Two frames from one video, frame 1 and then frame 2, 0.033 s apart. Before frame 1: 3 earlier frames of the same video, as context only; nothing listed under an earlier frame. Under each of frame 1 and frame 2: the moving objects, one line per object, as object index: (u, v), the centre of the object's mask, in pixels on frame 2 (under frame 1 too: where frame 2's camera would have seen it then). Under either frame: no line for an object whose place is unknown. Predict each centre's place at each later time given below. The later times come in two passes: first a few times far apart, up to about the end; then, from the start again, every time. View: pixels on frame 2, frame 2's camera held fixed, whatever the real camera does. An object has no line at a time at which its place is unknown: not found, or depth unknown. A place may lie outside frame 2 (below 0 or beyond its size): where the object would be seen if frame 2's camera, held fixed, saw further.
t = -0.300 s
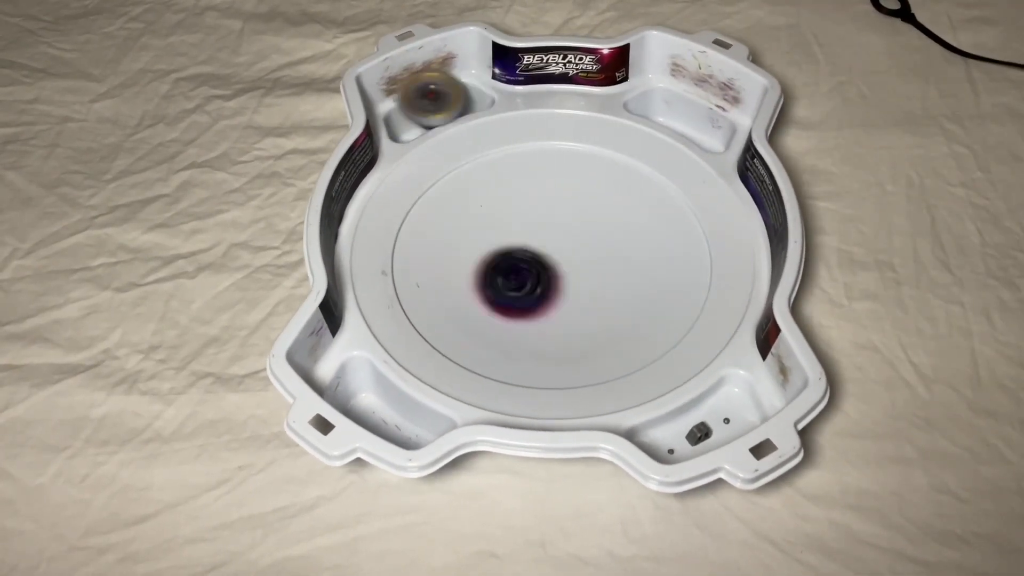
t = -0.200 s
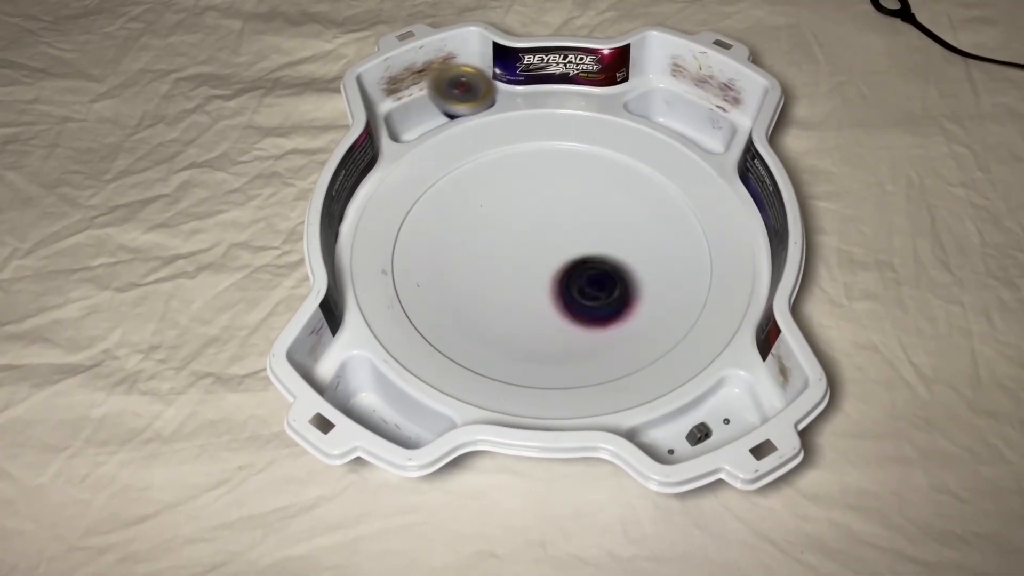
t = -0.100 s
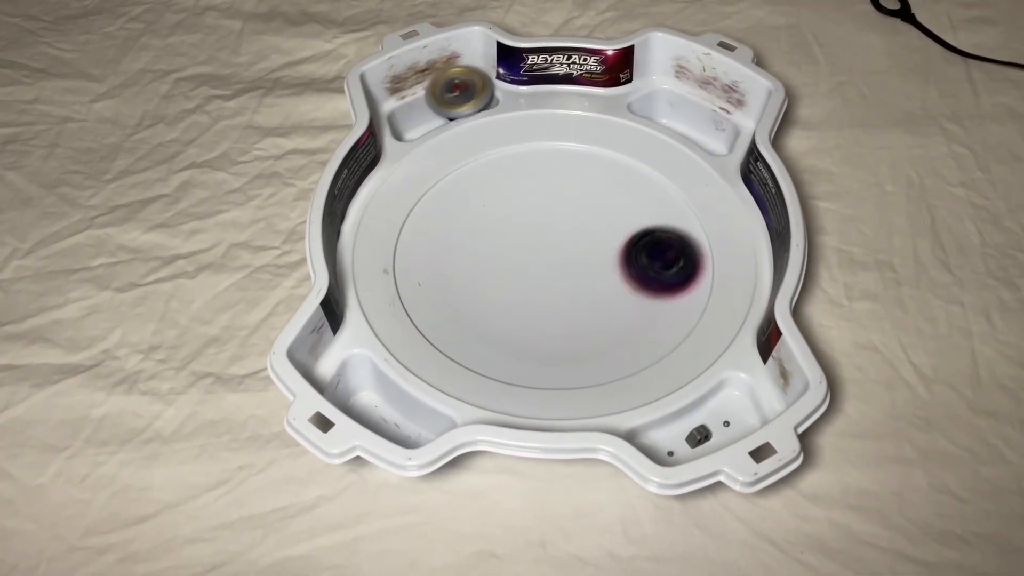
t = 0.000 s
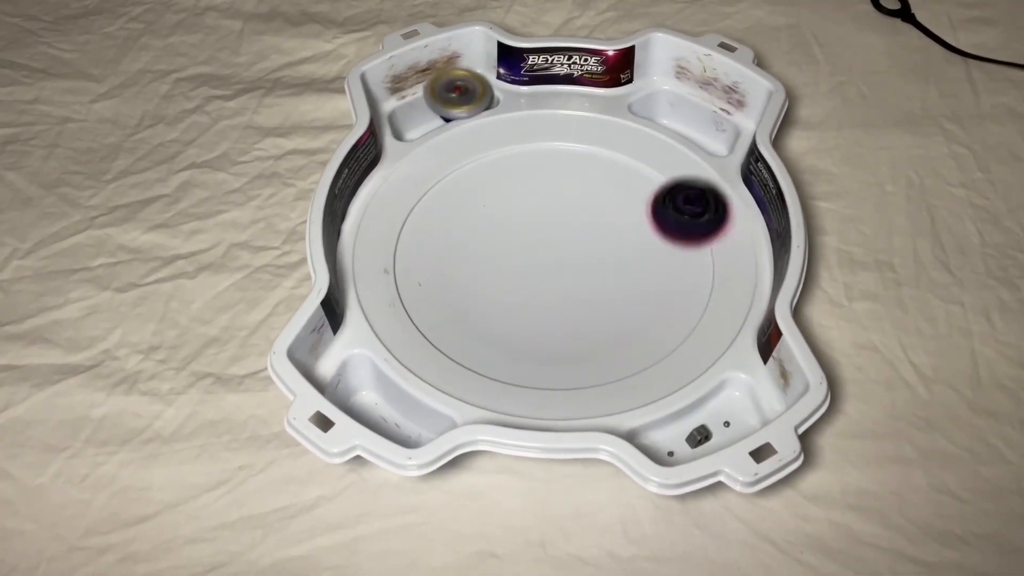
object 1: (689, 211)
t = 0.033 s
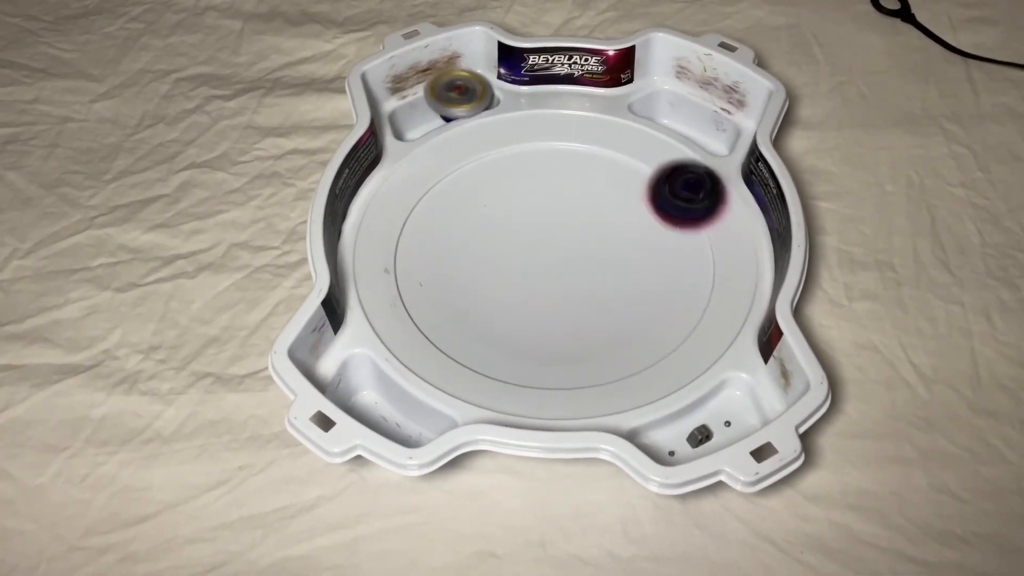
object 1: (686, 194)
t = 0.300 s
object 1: (519, 146)
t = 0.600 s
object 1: (471, 312)
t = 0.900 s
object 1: (706, 265)
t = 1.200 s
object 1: (509, 146)
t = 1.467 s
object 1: (443, 259)
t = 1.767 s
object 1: (685, 255)
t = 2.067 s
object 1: (547, 143)
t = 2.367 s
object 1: (458, 251)
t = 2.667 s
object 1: (676, 266)
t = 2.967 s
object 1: (561, 142)
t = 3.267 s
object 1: (446, 253)
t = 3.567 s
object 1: (668, 281)
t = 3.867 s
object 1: (569, 138)
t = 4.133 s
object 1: (437, 239)
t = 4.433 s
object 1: (649, 299)
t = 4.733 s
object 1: (597, 144)
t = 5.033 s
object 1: (447, 243)
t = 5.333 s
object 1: (651, 302)
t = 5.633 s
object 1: (604, 152)
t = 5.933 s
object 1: (448, 243)
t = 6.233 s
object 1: (638, 306)
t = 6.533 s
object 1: (603, 156)
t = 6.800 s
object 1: (452, 215)
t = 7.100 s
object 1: (603, 320)
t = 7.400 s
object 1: (638, 174)
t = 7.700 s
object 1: (464, 206)
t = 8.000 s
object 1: (581, 325)
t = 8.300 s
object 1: (642, 189)
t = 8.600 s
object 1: (471, 195)
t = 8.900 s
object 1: (561, 319)
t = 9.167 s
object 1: (662, 217)
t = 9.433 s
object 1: (524, 168)
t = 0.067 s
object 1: (670, 185)
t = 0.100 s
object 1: (652, 174)
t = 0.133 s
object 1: (633, 163)
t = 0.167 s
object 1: (613, 153)
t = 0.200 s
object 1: (590, 145)
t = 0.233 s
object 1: (566, 142)
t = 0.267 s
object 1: (542, 142)
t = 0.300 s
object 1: (519, 146)
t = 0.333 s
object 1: (497, 154)
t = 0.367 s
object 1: (477, 166)
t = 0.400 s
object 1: (460, 182)
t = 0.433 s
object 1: (447, 201)
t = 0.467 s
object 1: (439, 222)
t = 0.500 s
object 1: (438, 245)
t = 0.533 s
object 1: (442, 268)
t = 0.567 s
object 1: (454, 292)
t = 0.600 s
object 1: (471, 312)
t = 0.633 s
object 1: (495, 329)
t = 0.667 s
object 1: (523, 342)
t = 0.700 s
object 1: (556, 350)
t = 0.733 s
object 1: (590, 352)
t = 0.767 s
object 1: (625, 347)
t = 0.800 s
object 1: (658, 336)
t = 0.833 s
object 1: (680, 317)
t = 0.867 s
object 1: (695, 293)
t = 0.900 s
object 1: (706, 265)
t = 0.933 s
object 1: (704, 237)
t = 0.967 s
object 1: (693, 209)
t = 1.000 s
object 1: (675, 186)
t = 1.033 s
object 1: (649, 167)
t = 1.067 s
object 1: (622, 151)
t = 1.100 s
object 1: (590, 144)
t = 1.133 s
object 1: (561, 139)
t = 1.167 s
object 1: (534, 140)
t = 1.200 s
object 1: (509, 146)
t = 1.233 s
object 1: (487, 154)
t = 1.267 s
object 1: (470, 163)
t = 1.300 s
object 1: (454, 174)
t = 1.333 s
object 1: (443, 188)
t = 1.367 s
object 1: (435, 203)
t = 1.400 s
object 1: (432, 221)
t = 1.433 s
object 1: (435, 240)
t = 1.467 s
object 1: (443, 259)
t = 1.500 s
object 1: (460, 279)
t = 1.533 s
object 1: (483, 295)
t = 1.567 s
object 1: (512, 308)
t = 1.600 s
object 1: (546, 314)
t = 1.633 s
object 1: (581, 314)
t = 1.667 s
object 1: (615, 307)
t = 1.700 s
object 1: (644, 294)
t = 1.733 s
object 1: (668, 276)
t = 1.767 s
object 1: (685, 255)
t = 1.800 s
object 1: (696, 231)
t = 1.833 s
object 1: (697, 208)
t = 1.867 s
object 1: (680, 192)
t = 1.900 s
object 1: (659, 178)
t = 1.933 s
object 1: (637, 164)
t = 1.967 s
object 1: (617, 151)
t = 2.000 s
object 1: (595, 141)
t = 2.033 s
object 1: (570, 141)
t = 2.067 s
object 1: (547, 143)
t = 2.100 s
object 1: (527, 146)
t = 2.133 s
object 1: (508, 150)
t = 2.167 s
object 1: (491, 157)
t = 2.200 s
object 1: (476, 167)
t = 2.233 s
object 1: (465, 180)
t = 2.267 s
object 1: (456, 194)
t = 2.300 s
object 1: (451, 211)
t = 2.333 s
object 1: (451, 230)
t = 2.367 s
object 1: (458, 251)
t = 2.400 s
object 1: (471, 271)
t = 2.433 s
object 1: (490, 289)
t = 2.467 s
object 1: (515, 303)
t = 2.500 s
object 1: (544, 311)
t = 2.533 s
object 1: (576, 314)
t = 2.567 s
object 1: (607, 310)
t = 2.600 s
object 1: (635, 300)
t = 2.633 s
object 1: (658, 285)
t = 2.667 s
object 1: (676, 266)
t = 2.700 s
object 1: (687, 244)
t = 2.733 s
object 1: (691, 222)
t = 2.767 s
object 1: (689, 200)
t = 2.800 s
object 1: (673, 182)
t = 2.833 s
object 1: (650, 170)
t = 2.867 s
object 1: (629, 160)
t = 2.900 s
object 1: (607, 151)
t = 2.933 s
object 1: (584, 145)
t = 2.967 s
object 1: (561, 142)
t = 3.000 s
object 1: (538, 143)
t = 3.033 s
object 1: (517, 148)
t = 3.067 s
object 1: (496, 156)
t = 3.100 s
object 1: (479, 166)
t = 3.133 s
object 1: (464, 180)
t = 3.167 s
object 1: (452, 196)
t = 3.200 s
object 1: (445, 213)
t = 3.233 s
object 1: (443, 232)
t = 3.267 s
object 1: (446, 253)
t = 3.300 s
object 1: (457, 274)
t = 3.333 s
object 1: (473, 293)
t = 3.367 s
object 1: (497, 309)
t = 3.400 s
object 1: (526, 320)
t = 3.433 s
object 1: (558, 324)
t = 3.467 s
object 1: (591, 323)
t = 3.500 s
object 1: (622, 314)
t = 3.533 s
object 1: (648, 300)
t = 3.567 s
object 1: (668, 281)
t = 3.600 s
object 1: (681, 258)
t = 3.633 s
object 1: (687, 236)
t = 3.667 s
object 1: (685, 213)
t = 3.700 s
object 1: (678, 192)
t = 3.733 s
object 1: (664, 174)
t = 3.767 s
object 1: (643, 161)
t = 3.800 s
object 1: (620, 151)
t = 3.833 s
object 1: (594, 143)
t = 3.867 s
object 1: (569, 138)
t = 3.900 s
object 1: (543, 140)
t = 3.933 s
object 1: (517, 145)
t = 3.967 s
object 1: (495, 153)
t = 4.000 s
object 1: (475, 165)
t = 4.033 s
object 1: (458, 180)
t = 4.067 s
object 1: (445, 198)
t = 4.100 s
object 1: (438, 217)
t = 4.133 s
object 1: (437, 239)
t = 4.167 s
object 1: (442, 261)
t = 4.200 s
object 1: (455, 282)
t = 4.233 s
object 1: (474, 301)
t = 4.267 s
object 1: (499, 316)
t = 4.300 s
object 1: (530, 325)
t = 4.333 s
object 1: (563, 329)
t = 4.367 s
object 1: (595, 324)
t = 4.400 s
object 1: (625, 315)
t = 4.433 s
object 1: (649, 299)
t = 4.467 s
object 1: (667, 279)
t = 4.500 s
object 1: (679, 257)
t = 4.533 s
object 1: (684, 235)
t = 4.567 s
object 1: (682, 213)
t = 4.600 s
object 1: (675, 193)
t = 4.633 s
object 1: (662, 175)
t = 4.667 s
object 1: (644, 160)
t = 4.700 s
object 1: (622, 151)
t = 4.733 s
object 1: (597, 144)
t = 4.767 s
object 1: (572, 140)
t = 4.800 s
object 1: (547, 141)
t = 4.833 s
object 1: (523, 146)
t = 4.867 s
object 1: (500, 155)
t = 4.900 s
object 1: (481, 167)
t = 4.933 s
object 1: (465, 182)
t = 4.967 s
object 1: (453, 201)
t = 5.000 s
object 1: (447, 221)
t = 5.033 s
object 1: (447, 243)
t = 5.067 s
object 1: (454, 266)
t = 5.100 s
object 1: (466, 287)
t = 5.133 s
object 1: (486, 304)
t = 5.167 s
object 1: (511, 318)
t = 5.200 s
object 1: (540, 326)
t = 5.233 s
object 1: (571, 329)
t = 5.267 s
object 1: (600, 325)
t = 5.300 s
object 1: (628, 316)
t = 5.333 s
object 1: (651, 302)
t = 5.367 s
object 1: (669, 284)
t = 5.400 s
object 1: (681, 263)
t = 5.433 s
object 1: (685, 242)
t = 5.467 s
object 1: (684, 222)
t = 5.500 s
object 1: (676, 202)
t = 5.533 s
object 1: (664, 185)
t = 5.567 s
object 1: (647, 171)
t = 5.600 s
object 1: (627, 159)
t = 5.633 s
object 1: (604, 152)
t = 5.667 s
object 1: (580, 148)
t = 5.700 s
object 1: (555, 148)
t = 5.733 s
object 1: (530, 152)
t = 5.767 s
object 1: (508, 160)
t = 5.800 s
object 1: (488, 171)
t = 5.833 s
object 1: (470, 186)
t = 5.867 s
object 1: (458, 203)
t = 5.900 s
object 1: (449, 223)
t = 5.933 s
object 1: (448, 243)
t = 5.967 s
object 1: (452, 265)
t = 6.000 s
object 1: (464, 285)
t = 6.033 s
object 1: (480, 303)
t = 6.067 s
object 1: (504, 317)
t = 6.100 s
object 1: (531, 326)
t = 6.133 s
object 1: (560, 329)
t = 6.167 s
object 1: (589, 327)
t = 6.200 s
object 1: (616, 319)
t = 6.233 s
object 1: (638, 306)
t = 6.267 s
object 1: (657, 290)
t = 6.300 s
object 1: (668, 270)
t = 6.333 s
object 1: (675, 250)
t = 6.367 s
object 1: (674, 229)
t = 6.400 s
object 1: (668, 209)
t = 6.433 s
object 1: (657, 192)
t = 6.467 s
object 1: (642, 177)
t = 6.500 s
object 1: (624, 165)
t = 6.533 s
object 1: (603, 156)
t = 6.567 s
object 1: (580, 150)
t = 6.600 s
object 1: (557, 149)
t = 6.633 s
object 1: (533, 151)
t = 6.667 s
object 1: (511, 158)
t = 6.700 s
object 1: (490, 168)
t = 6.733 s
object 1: (473, 180)
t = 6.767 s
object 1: (460, 196)
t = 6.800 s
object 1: (452, 215)
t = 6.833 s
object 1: (449, 235)
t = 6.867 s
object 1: (452, 255)
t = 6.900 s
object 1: (462, 275)
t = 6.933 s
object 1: (476, 293)
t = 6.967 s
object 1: (497, 308)
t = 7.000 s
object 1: (521, 318)
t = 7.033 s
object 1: (548, 324)
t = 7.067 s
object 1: (576, 324)
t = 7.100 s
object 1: (603, 320)
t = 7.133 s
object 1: (627, 310)
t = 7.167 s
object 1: (648, 296)
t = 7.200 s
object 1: (663, 280)
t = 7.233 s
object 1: (672, 260)
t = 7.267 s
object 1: (676, 240)
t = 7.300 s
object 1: (673, 221)
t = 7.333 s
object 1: (666, 203)
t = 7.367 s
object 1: (654, 187)
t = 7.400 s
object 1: (638, 174)
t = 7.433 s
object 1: (619, 164)
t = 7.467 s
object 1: (598, 157)
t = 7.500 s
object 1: (576, 153)
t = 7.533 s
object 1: (553, 154)
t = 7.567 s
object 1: (531, 157)
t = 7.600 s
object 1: (510, 165)
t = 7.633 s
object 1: (491, 176)
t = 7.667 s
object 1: (475, 190)
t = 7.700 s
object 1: (464, 206)
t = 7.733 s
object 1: (457, 225)
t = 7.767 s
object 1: (456, 244)
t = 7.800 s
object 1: (460, 264)
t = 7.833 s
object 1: (470, 282)
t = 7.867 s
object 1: (484, 299)
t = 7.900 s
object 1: (505, 312)
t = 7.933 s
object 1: (529, 321)
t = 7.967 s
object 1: (555, 325)
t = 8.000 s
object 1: (581, 325)
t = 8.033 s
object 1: (606, 318)
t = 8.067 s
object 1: (628, 308)
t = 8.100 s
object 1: (646, 294)
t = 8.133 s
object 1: (659, 277)
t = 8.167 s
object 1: (666, 259)
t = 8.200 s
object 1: (668, 240)
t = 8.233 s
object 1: (664, 221)
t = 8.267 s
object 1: (655, 203)
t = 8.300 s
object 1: (642, 189)
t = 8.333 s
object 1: (626, 176)
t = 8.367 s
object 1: (607, 166)
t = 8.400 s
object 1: (586, 160)
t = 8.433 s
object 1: (565, 157)
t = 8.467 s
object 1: (542, 158)
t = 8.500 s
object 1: (521, 162)
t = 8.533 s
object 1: (502, 170)
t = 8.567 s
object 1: (484, 181)
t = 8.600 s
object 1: (471, 195)
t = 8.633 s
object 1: (460, 211)
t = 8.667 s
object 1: (456, 229)
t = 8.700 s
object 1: (456, 247)
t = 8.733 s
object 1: (463, 266)
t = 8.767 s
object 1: (475, 284)
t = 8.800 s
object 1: (492, 298)
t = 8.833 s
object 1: (512, 309)
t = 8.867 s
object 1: (536, 317)
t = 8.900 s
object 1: (561, 319)
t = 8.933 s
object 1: (586, 318)
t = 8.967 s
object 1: (609, 311)
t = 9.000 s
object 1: (630, 301)
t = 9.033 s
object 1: (646, 286)
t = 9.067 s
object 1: (658, 270)
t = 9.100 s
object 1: (665, 252)
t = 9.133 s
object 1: (666, 235)
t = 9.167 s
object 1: (662, 217)
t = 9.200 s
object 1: (653, 200)
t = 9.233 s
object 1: (640, 186)
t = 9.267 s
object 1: (624, 176)
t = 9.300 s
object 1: (606, 168)
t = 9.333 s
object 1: (586, 163)
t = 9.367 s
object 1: (565, 161)
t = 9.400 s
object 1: (544, 163)
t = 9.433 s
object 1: (524, 168)
